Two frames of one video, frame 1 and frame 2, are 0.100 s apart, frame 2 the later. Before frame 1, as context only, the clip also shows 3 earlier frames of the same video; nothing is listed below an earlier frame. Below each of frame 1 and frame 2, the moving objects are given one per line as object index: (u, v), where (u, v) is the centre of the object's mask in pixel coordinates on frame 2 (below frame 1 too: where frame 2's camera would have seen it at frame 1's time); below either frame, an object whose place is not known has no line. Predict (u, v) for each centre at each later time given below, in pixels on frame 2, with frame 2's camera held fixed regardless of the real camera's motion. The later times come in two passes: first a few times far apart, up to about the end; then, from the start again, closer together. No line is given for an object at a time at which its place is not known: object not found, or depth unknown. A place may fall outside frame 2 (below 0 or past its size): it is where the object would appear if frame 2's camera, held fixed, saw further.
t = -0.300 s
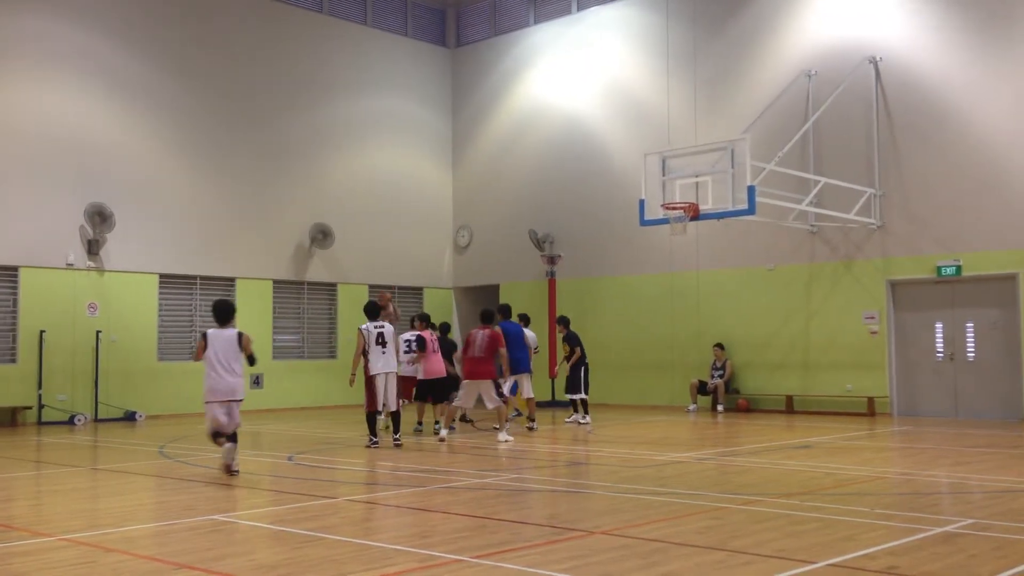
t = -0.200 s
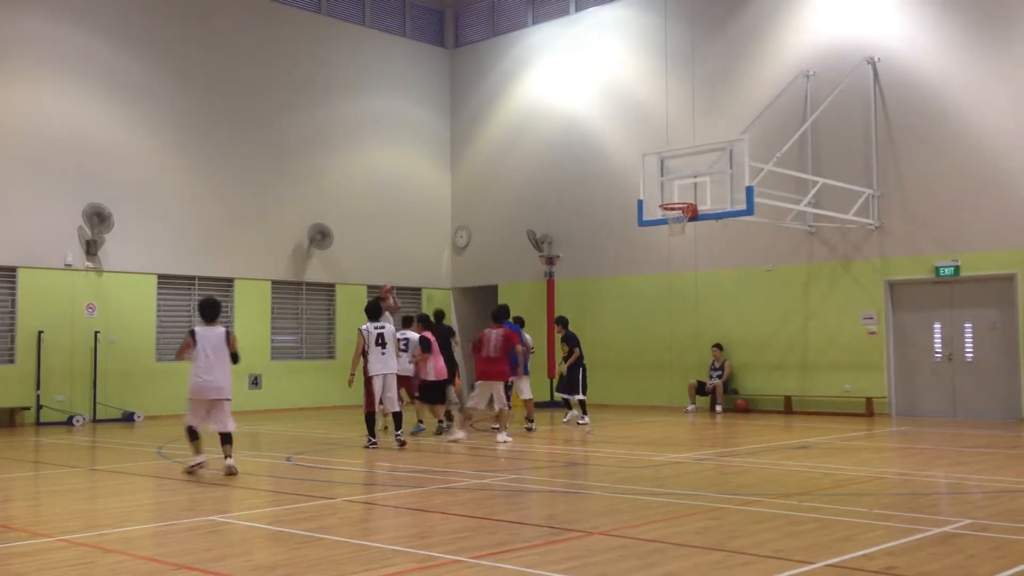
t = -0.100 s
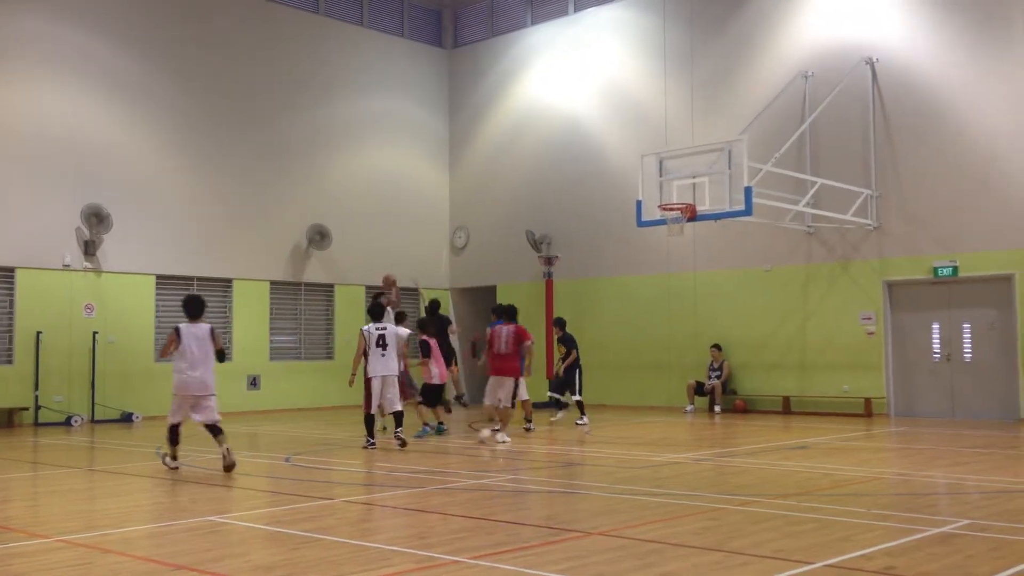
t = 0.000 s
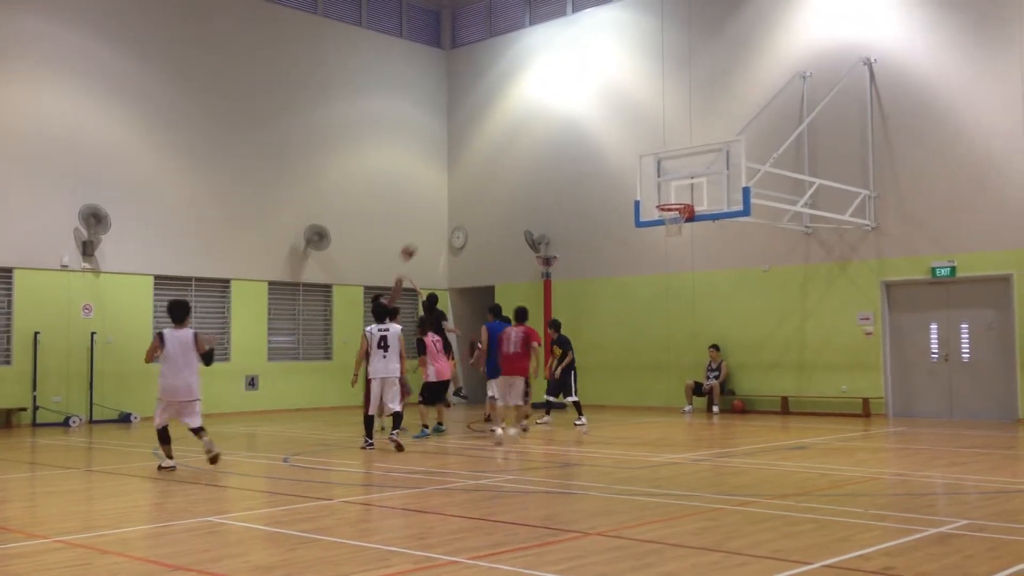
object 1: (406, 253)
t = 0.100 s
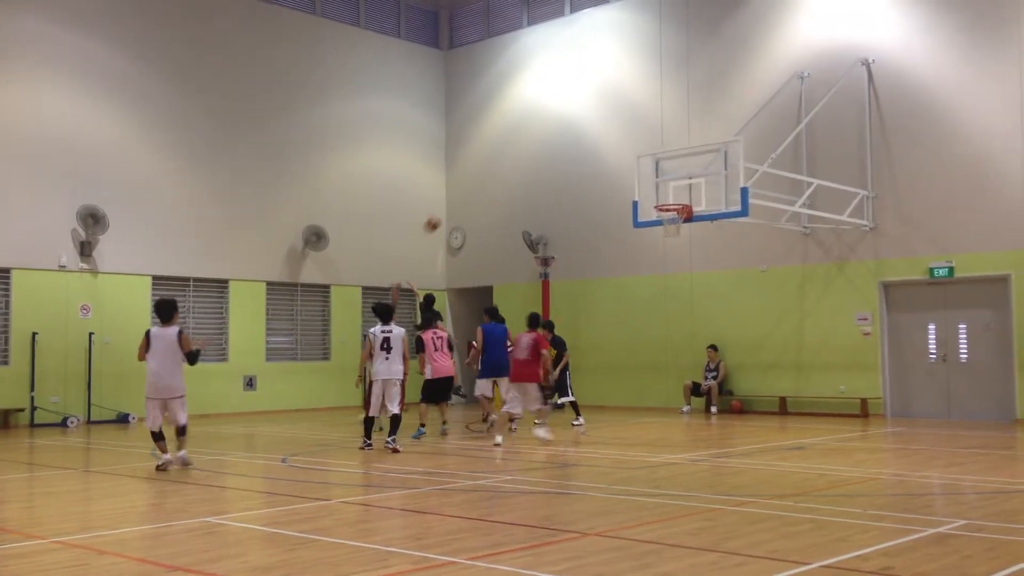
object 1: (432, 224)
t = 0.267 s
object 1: (477, 189)
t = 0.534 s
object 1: (553, 162)
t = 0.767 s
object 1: (625, 176)
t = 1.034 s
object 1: (696, 181)
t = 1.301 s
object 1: (751, 177)
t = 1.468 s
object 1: (789, 204)
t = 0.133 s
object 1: (441, 215)
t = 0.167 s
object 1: (450, 209)
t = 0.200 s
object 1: (458, 201)
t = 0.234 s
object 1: (468, 194)
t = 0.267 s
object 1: (477, 189)
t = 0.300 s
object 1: (485, 184)
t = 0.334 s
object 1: (495, 178)
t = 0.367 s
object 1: (505, 174)
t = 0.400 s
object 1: (514, 170)
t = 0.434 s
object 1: (523, 167)
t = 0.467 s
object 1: (533, 165)
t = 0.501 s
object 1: (542, 164)
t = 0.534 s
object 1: (553, 162)
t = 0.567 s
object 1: (563, 162)
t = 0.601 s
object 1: (573, 162)
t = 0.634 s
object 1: (583, 164)
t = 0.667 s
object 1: (594, 166)
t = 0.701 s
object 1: (604, 168)
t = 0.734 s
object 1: (614, 172)
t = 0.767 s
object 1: (625, 176)
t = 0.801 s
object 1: (636, 181)
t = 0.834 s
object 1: (649, 187)
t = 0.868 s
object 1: (659, 194)
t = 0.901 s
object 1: (670, 198)
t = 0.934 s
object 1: (678, 194)
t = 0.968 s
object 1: (682, 189)
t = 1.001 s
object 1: (690, 185)
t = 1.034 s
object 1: (696, 181)
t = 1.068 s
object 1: (704, 178)
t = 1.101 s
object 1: (710, 175)
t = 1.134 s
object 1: (716, 174)
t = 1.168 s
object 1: (723, 173)
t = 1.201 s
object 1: (730, 174)
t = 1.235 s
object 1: (738, 174)
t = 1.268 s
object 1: (744, 175)
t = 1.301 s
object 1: (751, 177)
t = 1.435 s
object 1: (783, 198)
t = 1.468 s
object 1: (789, 204)
